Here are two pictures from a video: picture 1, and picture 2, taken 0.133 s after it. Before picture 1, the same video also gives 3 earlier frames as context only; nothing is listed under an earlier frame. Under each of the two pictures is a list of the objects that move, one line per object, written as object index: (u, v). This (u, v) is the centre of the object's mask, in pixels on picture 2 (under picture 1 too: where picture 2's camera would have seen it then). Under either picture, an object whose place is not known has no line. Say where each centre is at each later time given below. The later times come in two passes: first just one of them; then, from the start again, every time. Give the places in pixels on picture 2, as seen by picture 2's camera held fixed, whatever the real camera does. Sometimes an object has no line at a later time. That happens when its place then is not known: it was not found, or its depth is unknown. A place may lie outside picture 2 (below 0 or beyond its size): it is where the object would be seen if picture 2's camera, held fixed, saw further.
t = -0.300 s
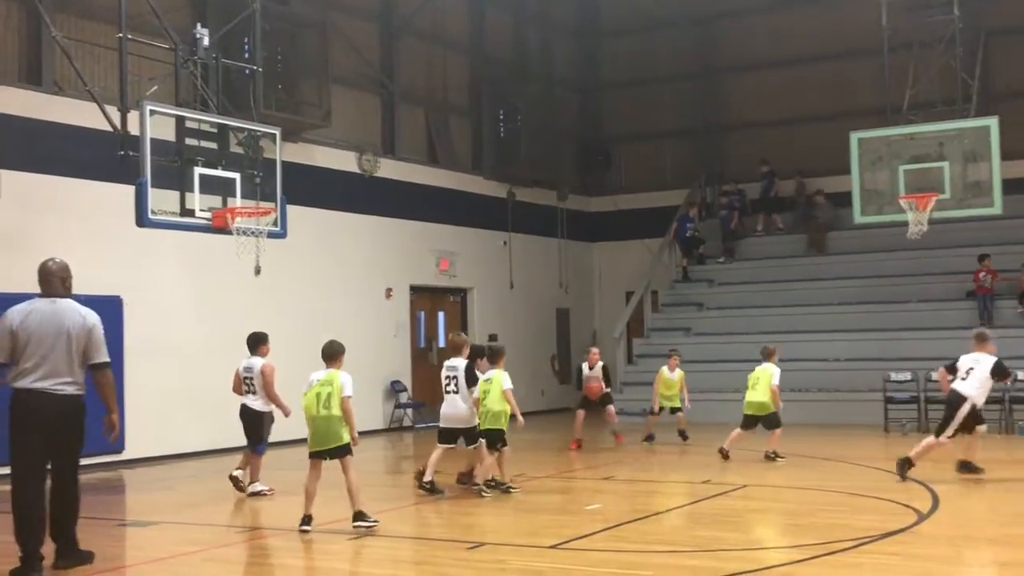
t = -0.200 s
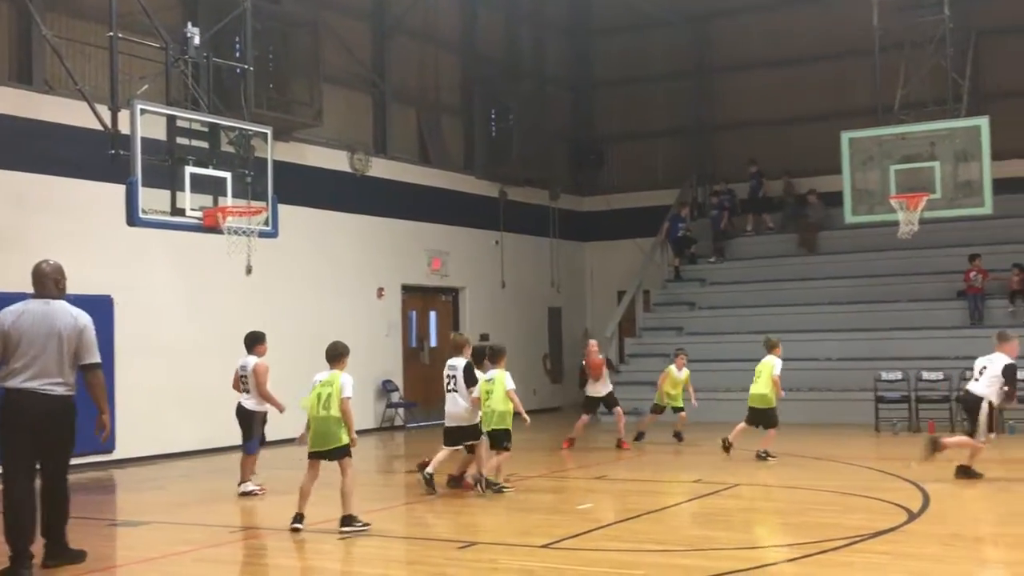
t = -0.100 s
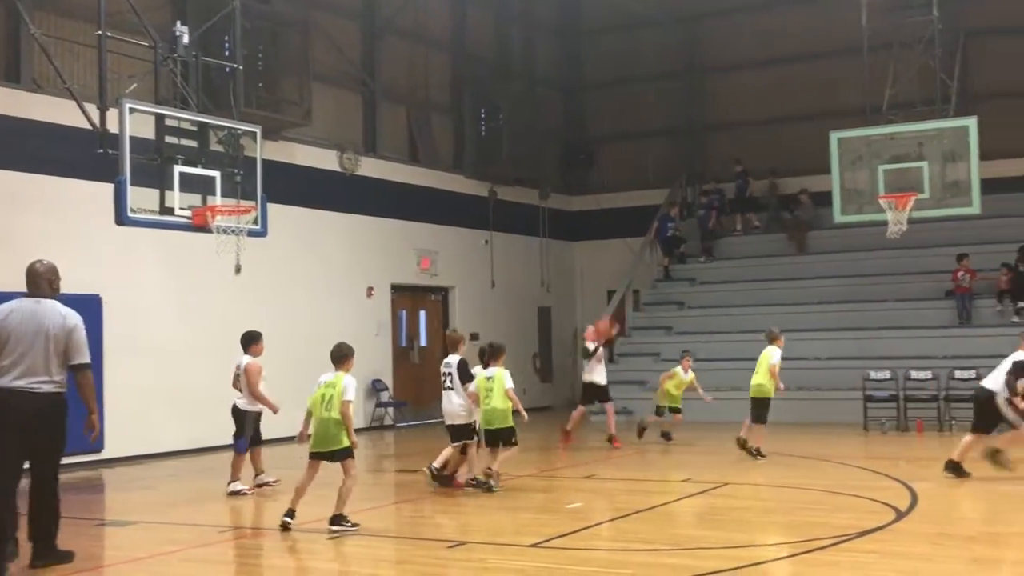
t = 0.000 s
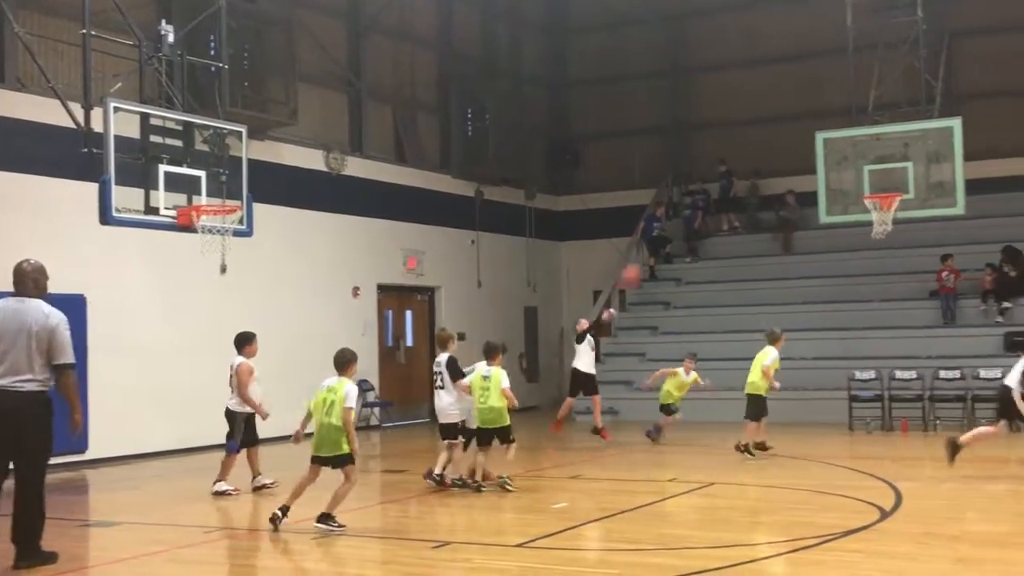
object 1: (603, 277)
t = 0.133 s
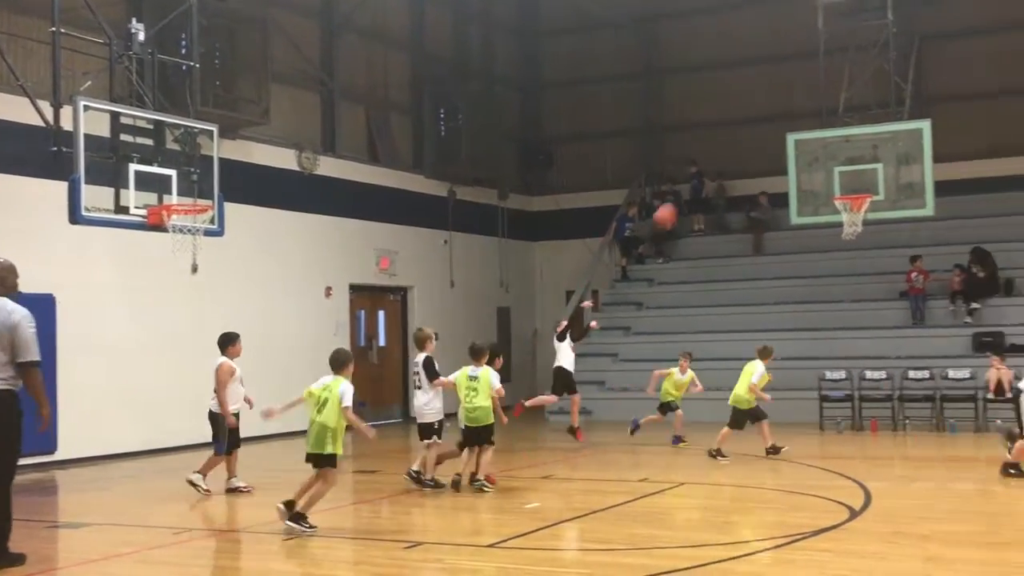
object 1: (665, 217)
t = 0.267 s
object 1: (731, 166)
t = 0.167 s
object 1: (681, 202)
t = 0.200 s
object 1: (697, 190)
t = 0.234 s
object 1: (714, 178)
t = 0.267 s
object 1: (731, 166)
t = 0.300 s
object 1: (747, 156)
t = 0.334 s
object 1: (765, 147)
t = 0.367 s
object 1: (781, 137)
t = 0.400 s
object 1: (799, 130)
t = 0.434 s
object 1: (818, 123)
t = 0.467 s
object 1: (838, 117)
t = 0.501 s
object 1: (857, 112)
